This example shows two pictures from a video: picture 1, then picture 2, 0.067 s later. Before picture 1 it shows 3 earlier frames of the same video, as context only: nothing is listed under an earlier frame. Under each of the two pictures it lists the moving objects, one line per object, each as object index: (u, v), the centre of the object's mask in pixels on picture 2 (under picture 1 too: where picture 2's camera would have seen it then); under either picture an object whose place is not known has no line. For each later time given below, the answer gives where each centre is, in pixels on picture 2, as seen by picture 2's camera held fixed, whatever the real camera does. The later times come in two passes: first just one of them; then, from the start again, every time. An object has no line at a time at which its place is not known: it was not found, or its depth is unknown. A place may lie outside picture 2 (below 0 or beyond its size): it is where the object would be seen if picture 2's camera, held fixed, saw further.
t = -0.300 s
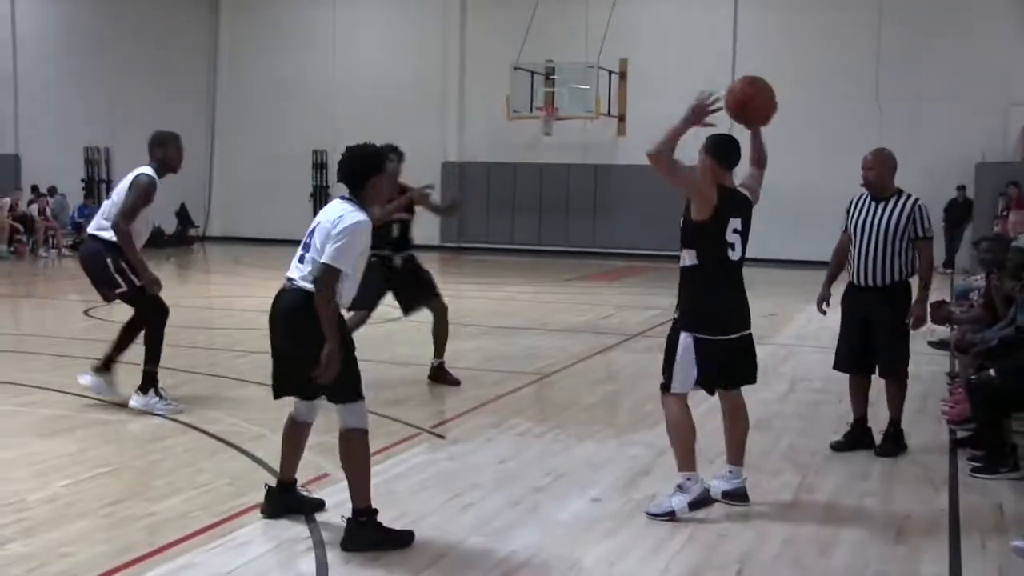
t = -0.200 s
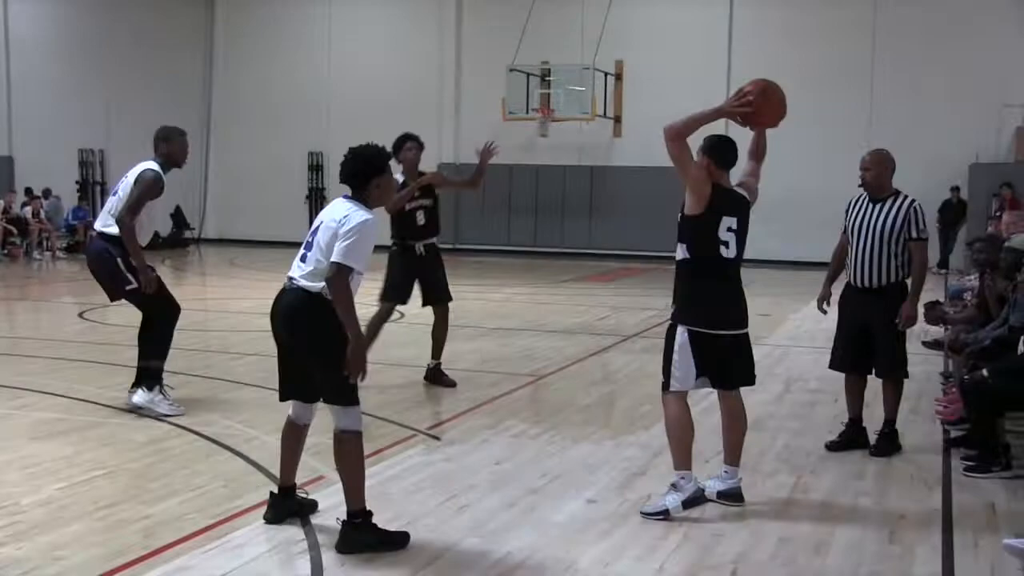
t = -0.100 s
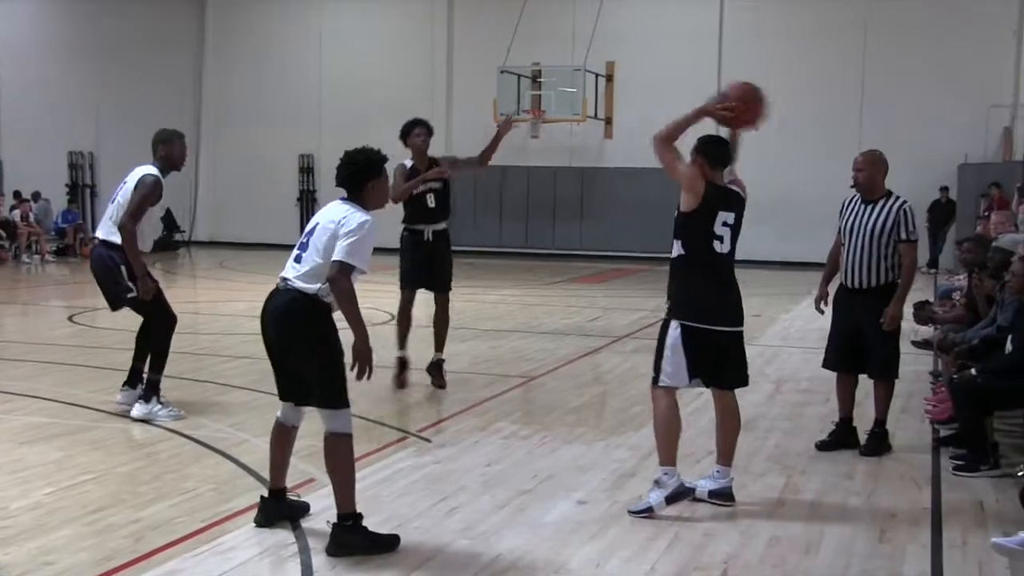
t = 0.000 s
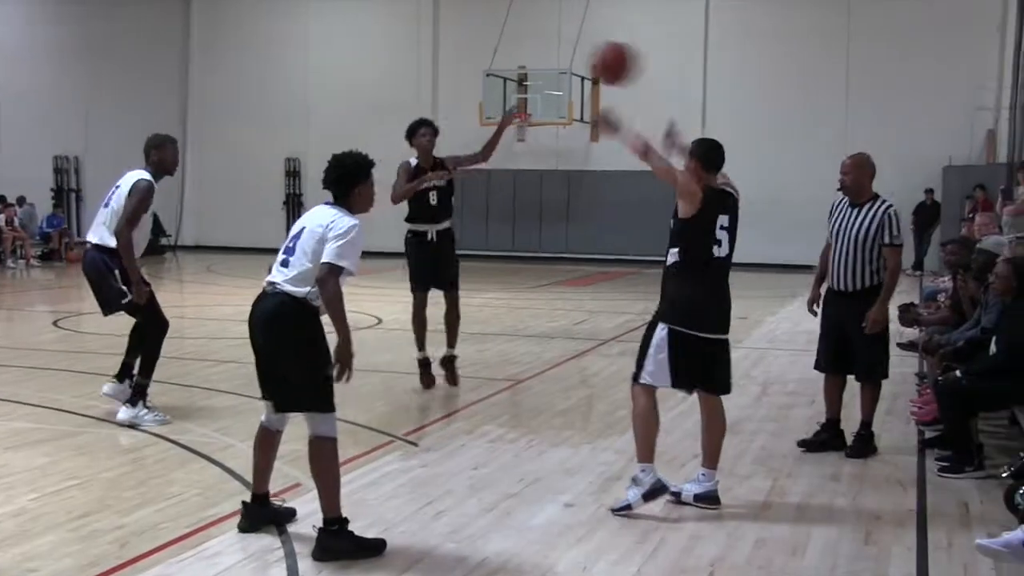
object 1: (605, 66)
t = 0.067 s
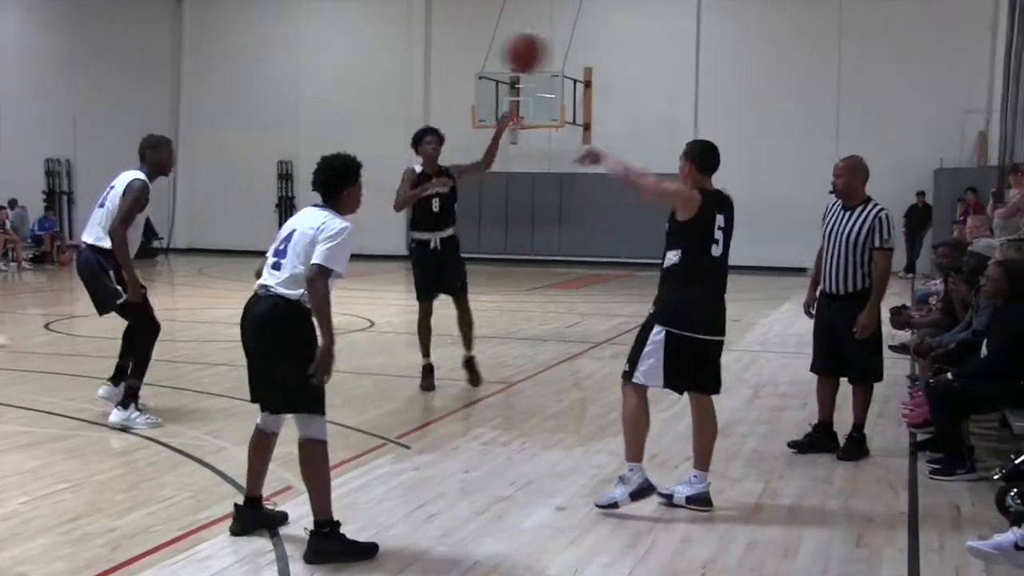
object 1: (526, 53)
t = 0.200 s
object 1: (389, 53)
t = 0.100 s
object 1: (488, 50)
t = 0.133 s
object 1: (453, 49)
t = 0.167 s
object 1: (419, 50)
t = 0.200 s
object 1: (389, 53)
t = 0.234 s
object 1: (360, 56)
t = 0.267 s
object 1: (335, 62)
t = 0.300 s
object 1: (311, 71)
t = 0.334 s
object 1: (294, 80)
